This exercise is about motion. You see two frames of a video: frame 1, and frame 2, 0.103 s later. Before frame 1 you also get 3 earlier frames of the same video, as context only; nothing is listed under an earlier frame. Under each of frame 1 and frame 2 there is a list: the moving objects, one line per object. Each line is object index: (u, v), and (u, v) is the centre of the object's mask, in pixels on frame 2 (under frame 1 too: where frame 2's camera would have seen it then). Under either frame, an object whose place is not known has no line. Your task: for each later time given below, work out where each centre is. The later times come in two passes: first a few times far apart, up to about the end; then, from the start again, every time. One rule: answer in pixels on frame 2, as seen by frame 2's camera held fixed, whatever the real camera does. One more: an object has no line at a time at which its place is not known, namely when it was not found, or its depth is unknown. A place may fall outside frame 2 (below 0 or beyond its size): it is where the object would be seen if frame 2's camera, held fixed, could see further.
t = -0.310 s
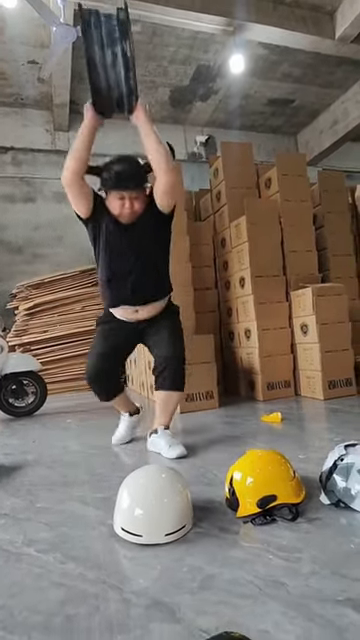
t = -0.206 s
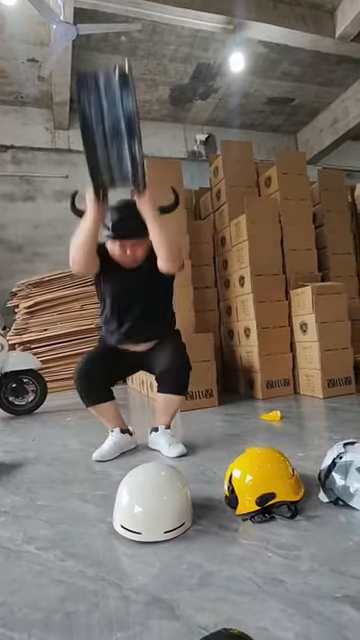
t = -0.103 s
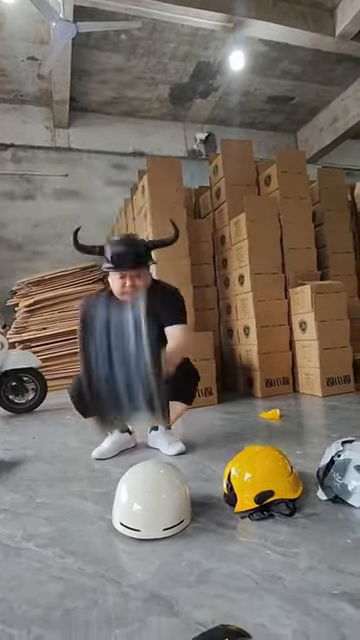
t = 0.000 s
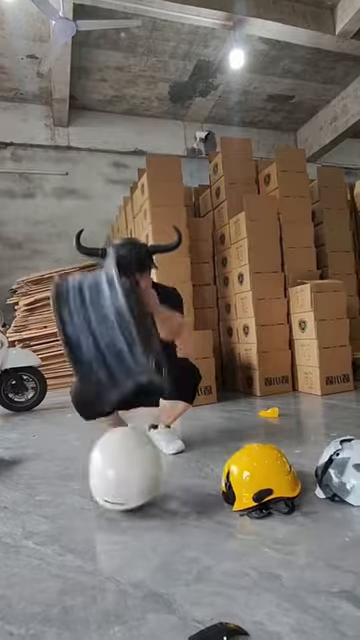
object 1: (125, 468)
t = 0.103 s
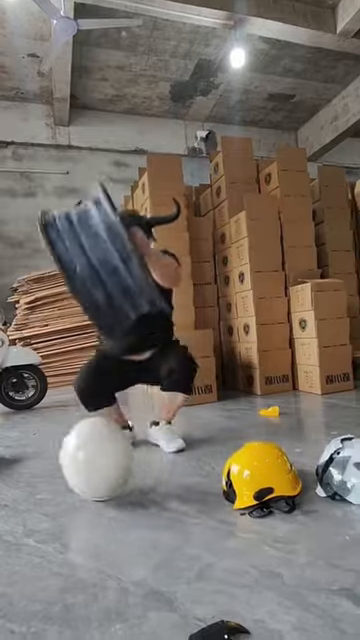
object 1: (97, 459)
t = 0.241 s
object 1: (66, 463)
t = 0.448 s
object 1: (33, 467)
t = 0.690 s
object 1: (23, 467)
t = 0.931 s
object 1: (23, 467)
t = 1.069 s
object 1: (22, 467)
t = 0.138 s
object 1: (87, 460)
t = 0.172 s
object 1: (79, 459)
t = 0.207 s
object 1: (72, 460)
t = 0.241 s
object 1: (66, 463)
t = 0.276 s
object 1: (59, 465)
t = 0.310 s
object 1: (54, 468)
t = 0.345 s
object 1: (48, 471)
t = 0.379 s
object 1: (42, 471)
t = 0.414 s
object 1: (36, 469)
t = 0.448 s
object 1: (33, 467)
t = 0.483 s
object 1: (31, 466)
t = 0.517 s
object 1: (29, 467)
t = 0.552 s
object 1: (28, 469)
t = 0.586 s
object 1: (25, 468)
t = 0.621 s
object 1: (24, 467)
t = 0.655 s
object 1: (23, 467)
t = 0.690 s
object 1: (23, 467)
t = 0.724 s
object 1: (23, 467)
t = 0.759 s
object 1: (23, 467)
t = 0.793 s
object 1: (24, 467)
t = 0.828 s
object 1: (23, 467)
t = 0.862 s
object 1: (23, 467)
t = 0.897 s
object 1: (23, 467)
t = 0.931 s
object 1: (23, 467)
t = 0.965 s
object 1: (23, 467)
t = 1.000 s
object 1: (23, 467)
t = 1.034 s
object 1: (22, 467)
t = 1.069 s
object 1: (22, 467)
